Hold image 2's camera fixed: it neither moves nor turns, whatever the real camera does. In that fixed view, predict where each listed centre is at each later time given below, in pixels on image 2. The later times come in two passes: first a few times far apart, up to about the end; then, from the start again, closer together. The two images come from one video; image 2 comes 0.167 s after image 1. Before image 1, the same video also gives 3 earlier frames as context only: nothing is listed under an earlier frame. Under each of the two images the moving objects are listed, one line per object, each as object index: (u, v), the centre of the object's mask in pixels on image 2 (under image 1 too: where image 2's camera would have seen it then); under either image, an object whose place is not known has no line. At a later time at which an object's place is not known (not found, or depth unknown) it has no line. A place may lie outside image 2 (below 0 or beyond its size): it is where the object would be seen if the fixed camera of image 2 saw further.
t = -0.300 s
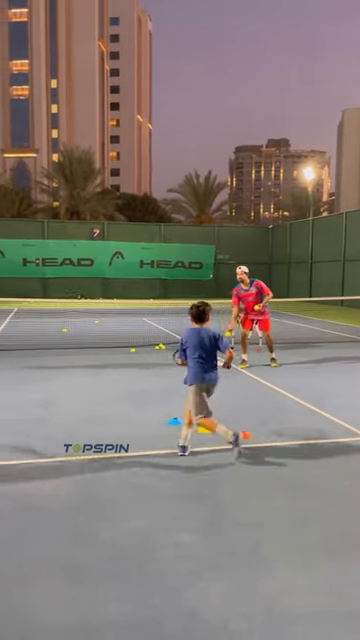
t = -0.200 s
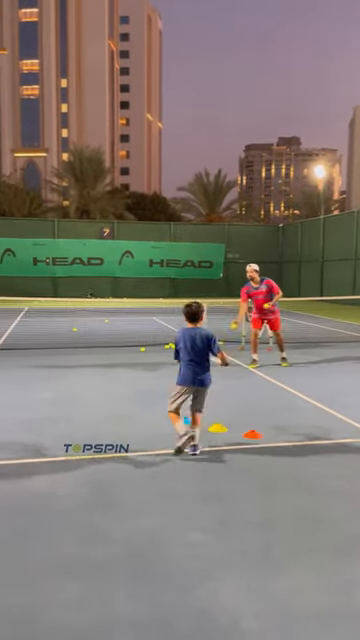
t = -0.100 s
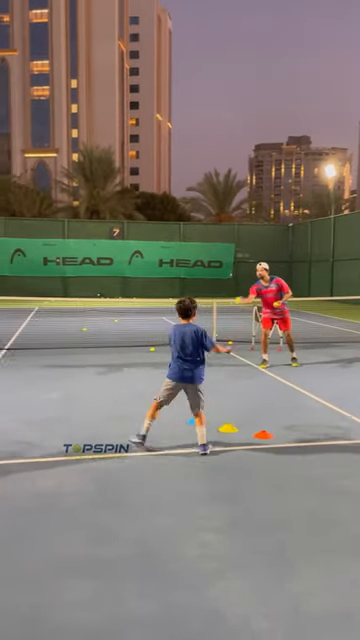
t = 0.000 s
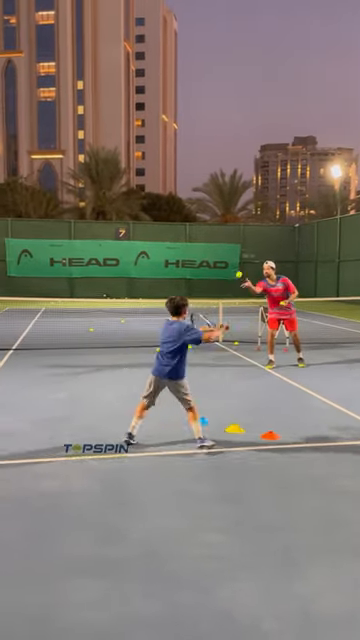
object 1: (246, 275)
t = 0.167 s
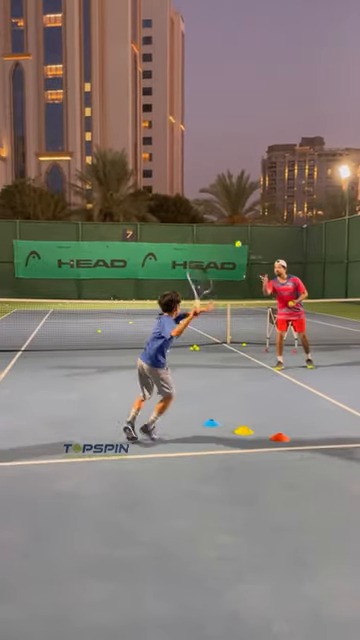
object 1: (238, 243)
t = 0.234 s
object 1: (234, 236)
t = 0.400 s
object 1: (223, 232)
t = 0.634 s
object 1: (204, 268)
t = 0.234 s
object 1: (234, 236)
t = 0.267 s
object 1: (232, 234)
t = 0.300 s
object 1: (230, 231)
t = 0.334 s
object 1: (227, 231)
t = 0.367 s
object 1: (226, 231)
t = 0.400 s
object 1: (223, 232)
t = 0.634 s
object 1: (204, 268)
